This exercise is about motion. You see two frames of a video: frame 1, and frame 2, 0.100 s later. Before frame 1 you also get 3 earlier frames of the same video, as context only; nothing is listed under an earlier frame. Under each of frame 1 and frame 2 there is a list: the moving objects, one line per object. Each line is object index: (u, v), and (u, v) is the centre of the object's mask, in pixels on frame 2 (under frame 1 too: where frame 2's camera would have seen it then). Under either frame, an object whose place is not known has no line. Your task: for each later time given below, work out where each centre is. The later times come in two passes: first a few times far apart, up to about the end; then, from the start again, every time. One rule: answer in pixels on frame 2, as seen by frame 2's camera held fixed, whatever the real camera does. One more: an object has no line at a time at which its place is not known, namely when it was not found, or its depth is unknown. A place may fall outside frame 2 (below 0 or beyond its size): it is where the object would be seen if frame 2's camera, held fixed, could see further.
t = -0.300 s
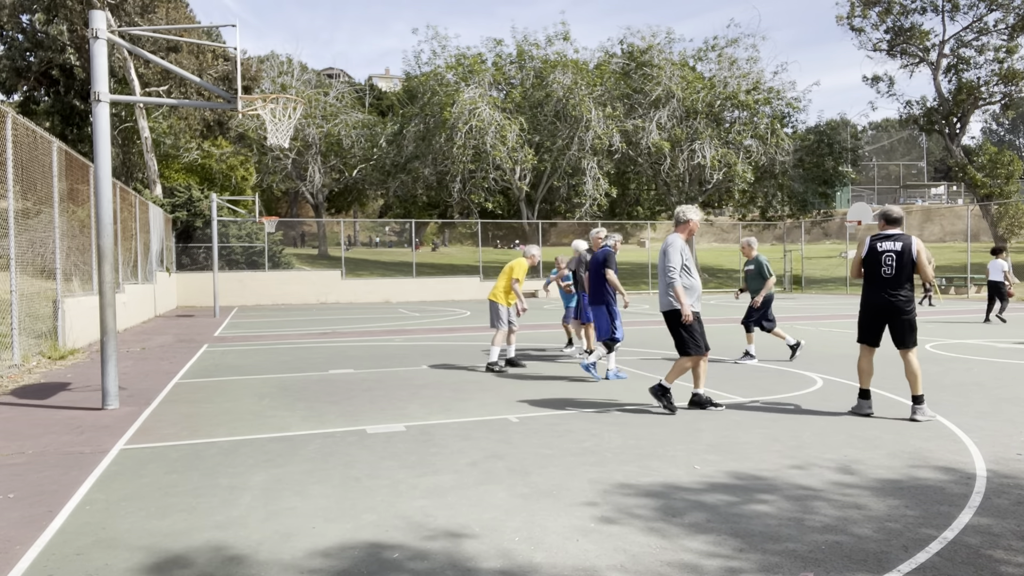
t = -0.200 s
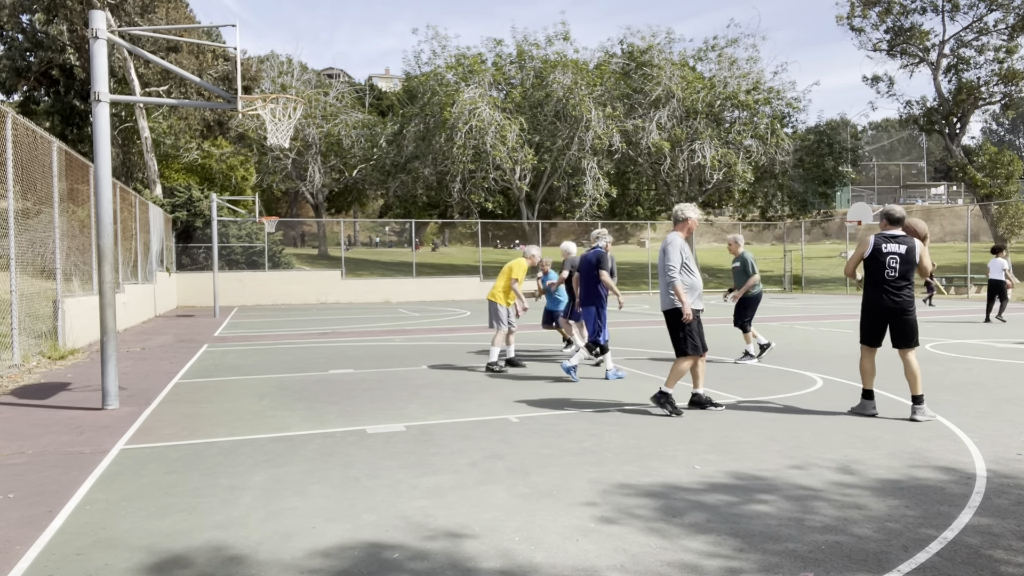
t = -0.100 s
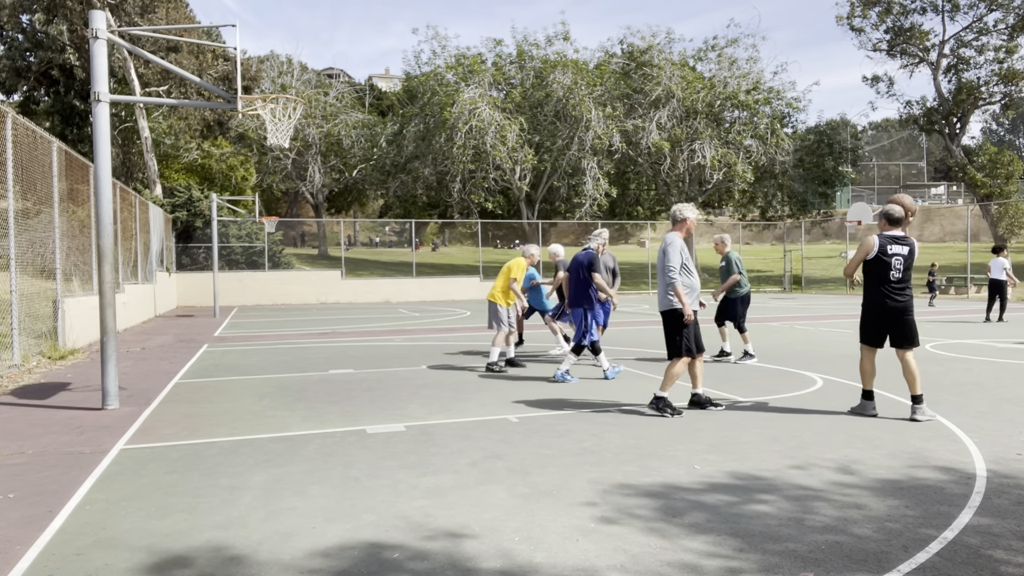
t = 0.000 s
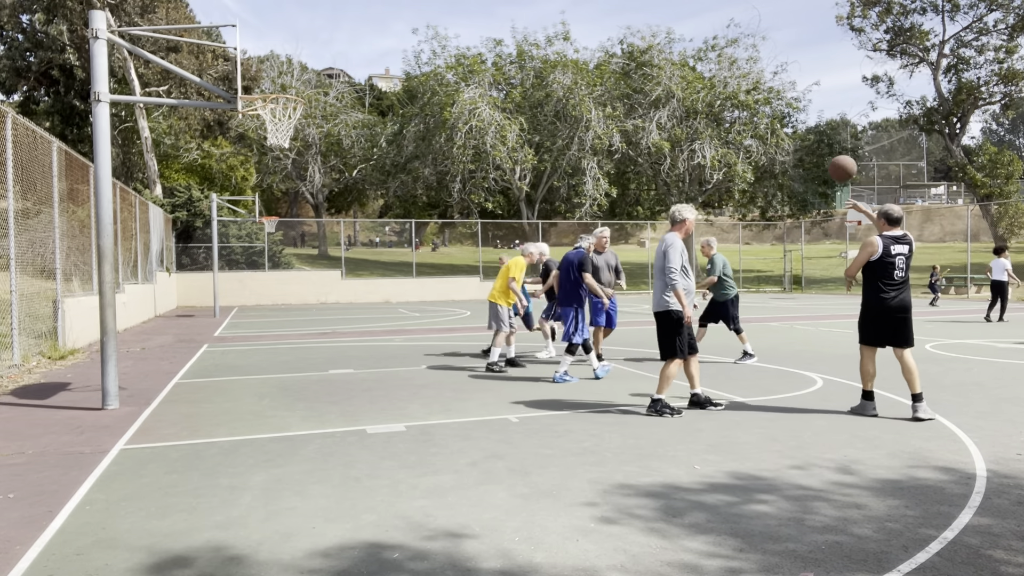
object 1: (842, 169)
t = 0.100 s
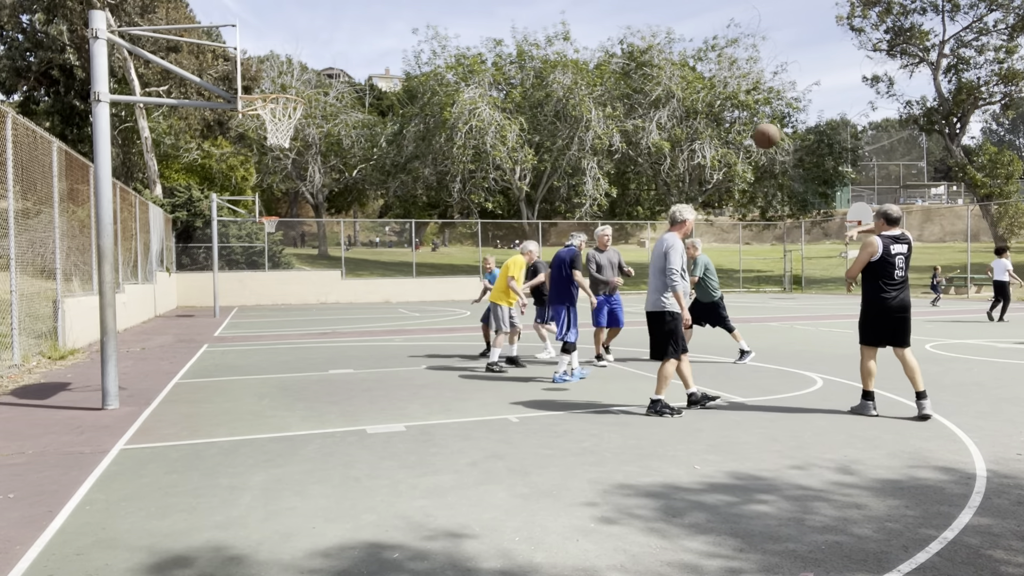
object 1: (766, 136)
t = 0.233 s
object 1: (676, 110)
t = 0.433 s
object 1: (561, 108)
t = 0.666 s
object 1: (448, 142)
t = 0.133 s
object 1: (742, 128)
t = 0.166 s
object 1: (720, 121)
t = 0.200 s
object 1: (697, 115)
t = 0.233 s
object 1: (676, 110)
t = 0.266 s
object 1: (655, 107)
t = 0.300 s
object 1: (635, 105)
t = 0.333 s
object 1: (616, 104)
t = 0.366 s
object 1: (596, 104)
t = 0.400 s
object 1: (578, 105)
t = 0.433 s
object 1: (561, 108)
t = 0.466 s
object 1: (543, 110)
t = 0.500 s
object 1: (526, 113)
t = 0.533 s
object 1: (509, 117)
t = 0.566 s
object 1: (493, 122)
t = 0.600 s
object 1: (478, 129)
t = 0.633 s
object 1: (462, 135)
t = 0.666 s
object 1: (448, 142)
